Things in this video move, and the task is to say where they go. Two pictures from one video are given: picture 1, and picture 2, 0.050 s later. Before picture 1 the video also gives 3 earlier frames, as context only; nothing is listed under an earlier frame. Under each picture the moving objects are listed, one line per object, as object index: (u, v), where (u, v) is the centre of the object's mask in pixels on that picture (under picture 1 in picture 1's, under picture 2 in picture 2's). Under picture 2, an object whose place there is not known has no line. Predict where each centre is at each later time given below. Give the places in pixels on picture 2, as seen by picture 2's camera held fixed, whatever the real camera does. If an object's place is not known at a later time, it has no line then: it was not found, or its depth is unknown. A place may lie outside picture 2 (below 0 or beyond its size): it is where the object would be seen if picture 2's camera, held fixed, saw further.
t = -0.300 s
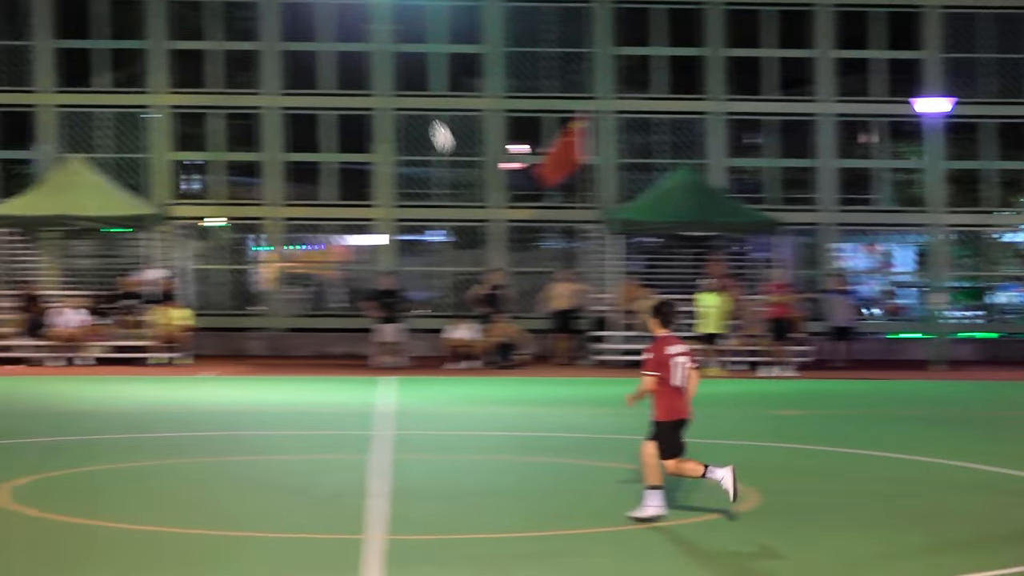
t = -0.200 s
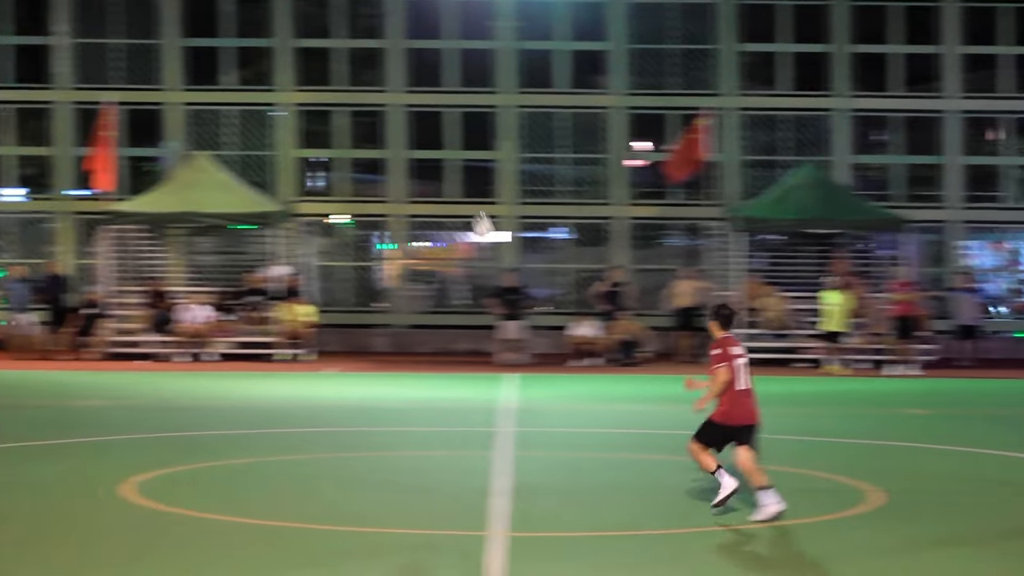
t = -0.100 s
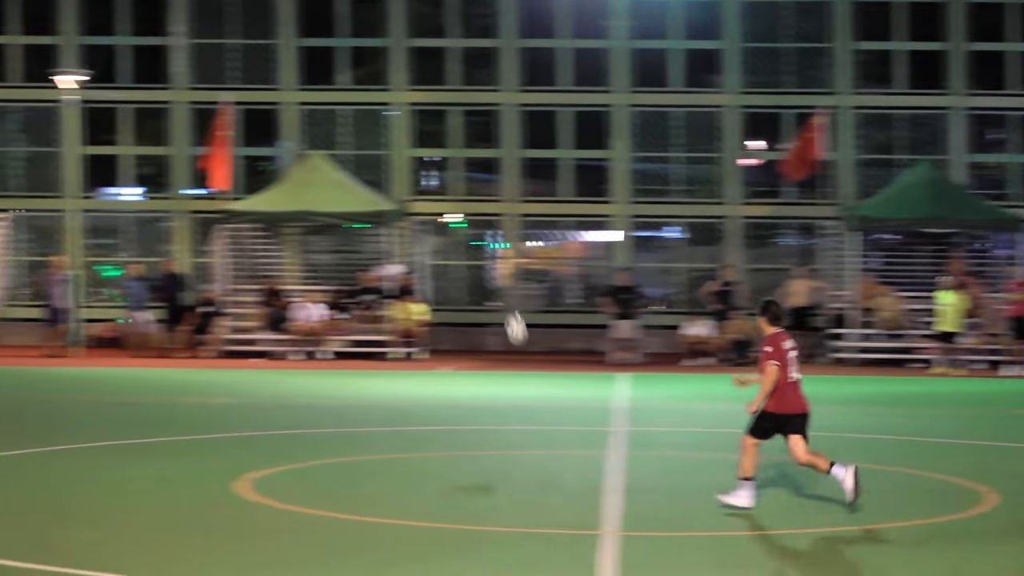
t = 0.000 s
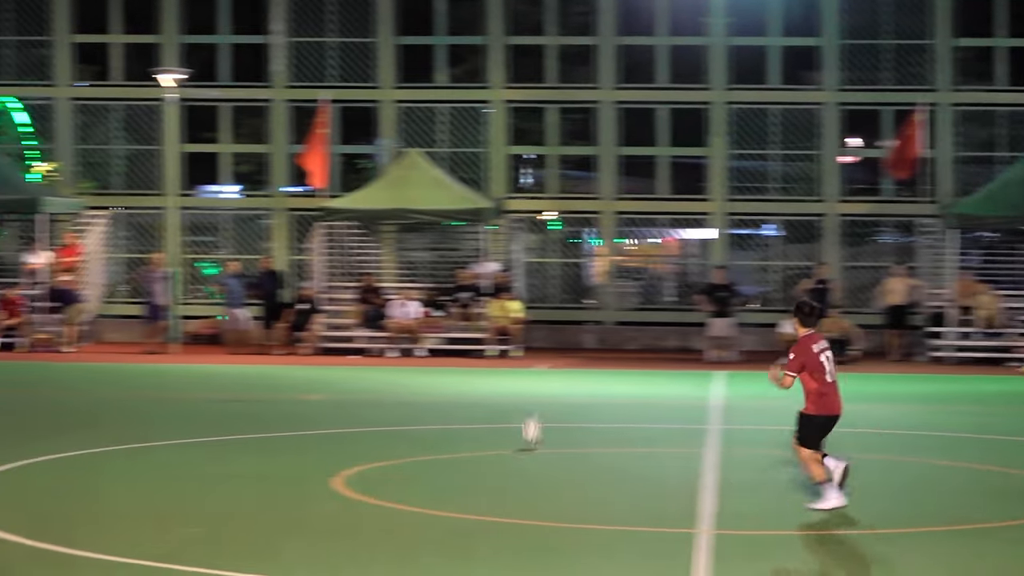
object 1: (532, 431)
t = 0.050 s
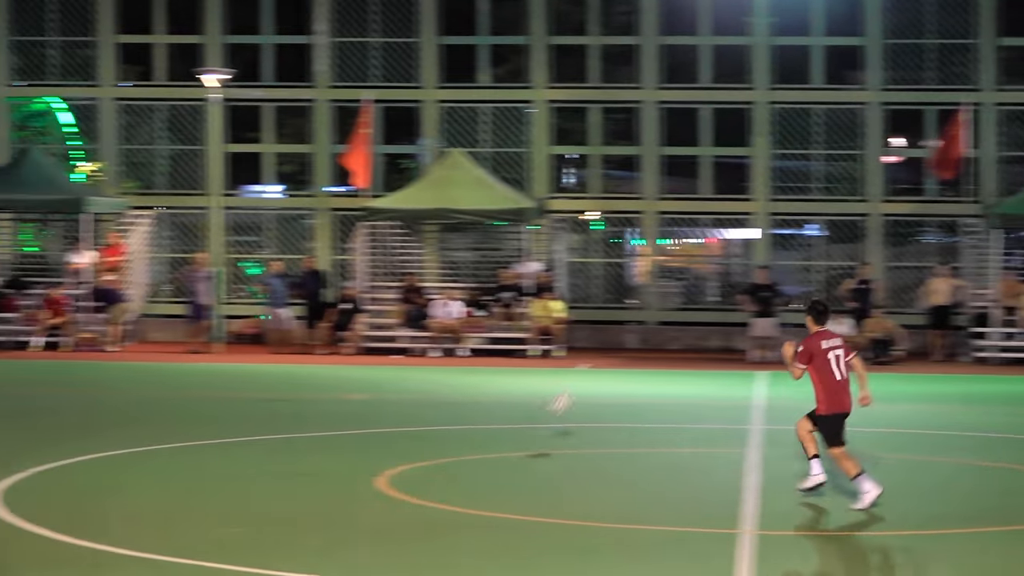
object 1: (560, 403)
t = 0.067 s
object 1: (560, 388)
